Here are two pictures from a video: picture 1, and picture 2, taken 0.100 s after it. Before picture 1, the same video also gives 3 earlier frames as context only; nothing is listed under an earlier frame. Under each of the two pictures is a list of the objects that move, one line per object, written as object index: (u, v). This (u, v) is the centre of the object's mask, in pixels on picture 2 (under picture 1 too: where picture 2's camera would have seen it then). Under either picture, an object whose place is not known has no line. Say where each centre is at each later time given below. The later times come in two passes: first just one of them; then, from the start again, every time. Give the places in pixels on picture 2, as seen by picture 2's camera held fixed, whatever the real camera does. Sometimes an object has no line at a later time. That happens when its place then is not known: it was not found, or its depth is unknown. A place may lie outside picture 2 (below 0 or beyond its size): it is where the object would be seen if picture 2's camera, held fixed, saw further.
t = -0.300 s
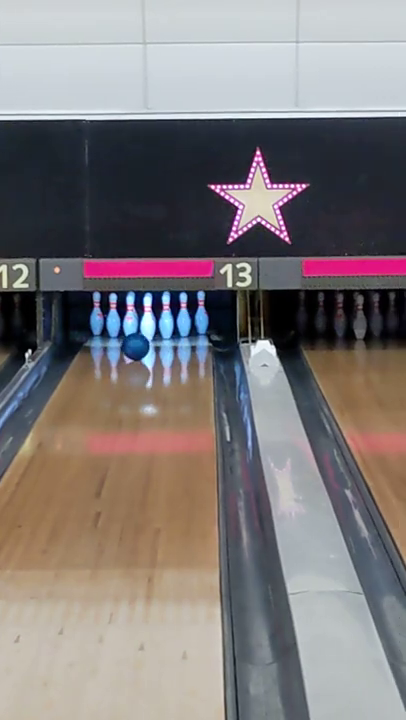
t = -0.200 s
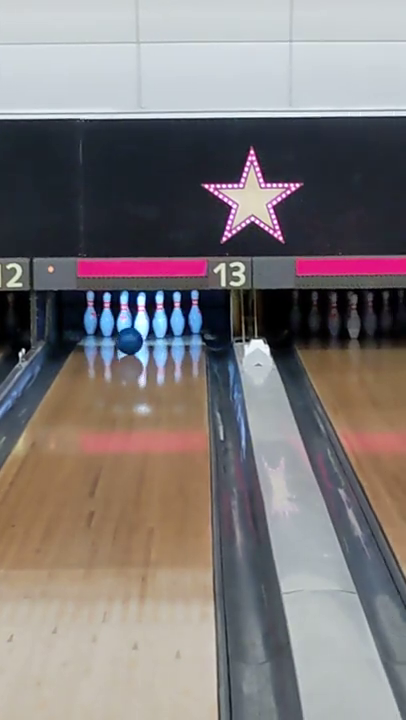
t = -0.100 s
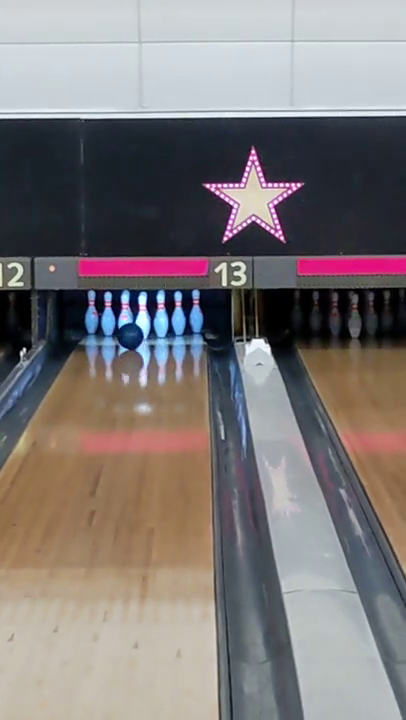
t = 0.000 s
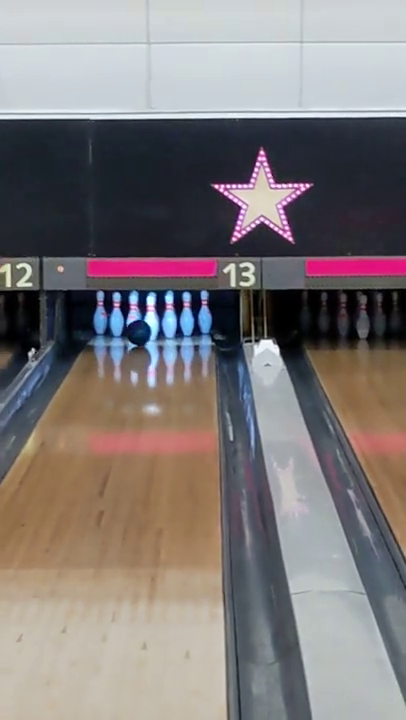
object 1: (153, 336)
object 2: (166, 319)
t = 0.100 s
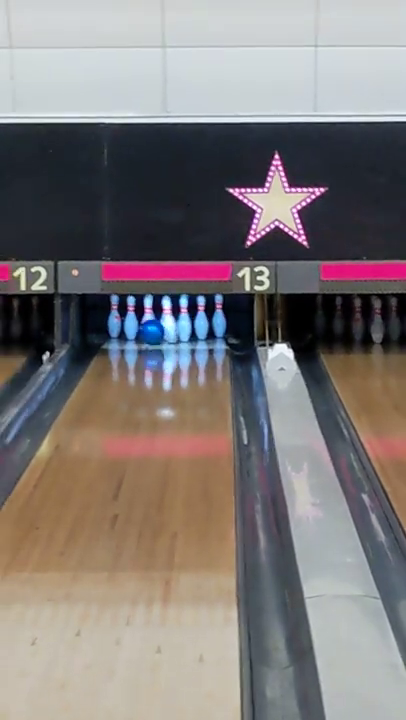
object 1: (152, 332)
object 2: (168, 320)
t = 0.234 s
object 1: (139, 330)
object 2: (191, 322)
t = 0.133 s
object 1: (148, 331)
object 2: (178, 323)
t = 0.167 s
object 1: (146, 330)
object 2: (183, 322)
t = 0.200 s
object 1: (142, 330)
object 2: (187, 321)
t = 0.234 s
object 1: (139, 330)
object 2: (191, 322)
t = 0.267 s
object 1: (137, 329)
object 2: (196, 324)
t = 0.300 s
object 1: (134, 329)
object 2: (201, 329)
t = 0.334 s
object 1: (133, 329)
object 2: (205, 333)
